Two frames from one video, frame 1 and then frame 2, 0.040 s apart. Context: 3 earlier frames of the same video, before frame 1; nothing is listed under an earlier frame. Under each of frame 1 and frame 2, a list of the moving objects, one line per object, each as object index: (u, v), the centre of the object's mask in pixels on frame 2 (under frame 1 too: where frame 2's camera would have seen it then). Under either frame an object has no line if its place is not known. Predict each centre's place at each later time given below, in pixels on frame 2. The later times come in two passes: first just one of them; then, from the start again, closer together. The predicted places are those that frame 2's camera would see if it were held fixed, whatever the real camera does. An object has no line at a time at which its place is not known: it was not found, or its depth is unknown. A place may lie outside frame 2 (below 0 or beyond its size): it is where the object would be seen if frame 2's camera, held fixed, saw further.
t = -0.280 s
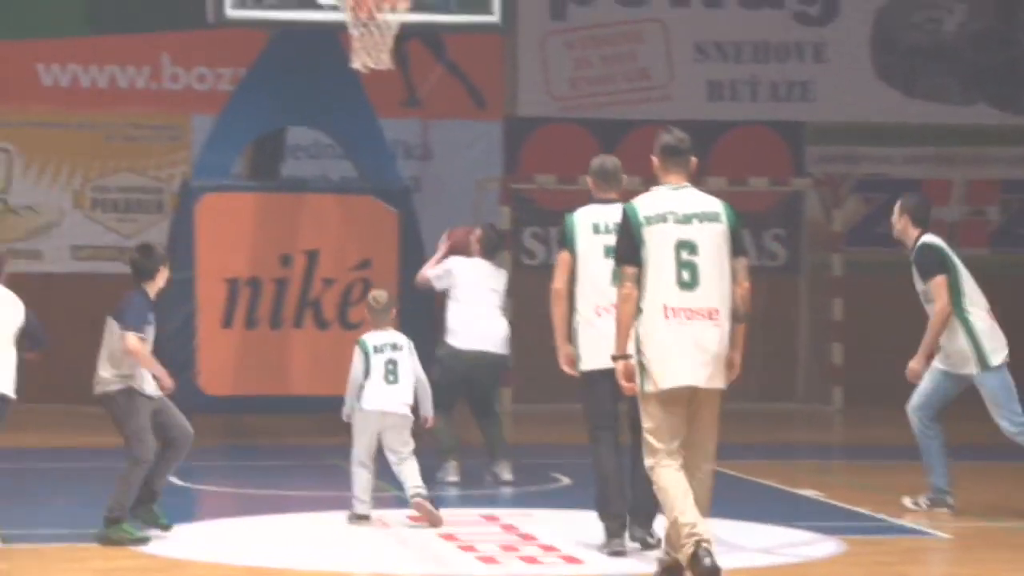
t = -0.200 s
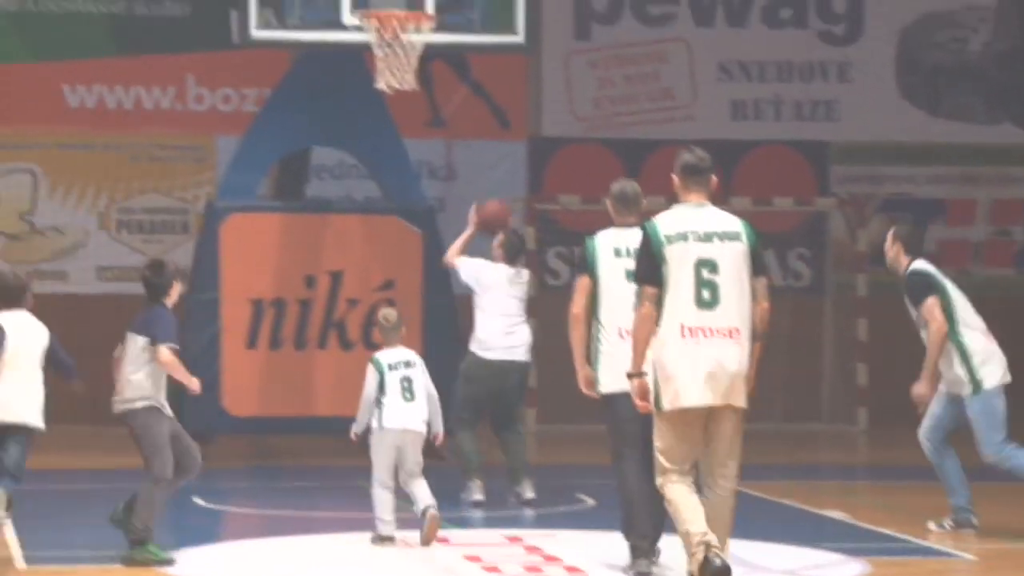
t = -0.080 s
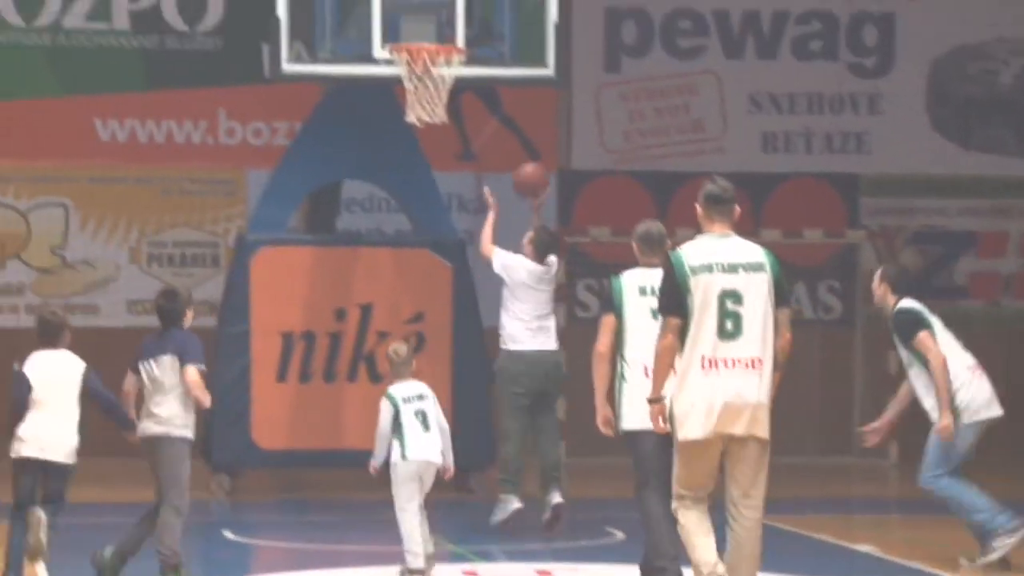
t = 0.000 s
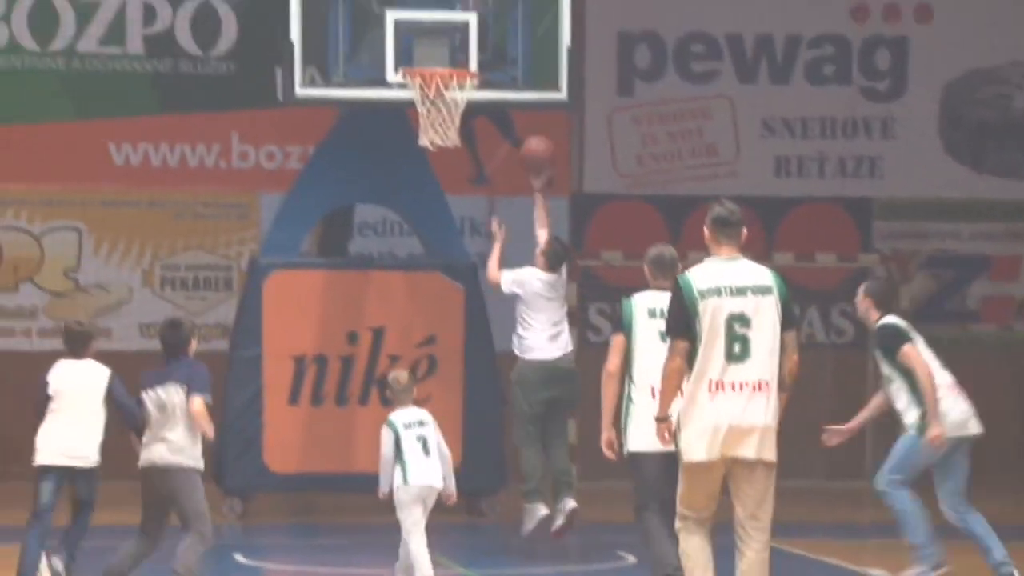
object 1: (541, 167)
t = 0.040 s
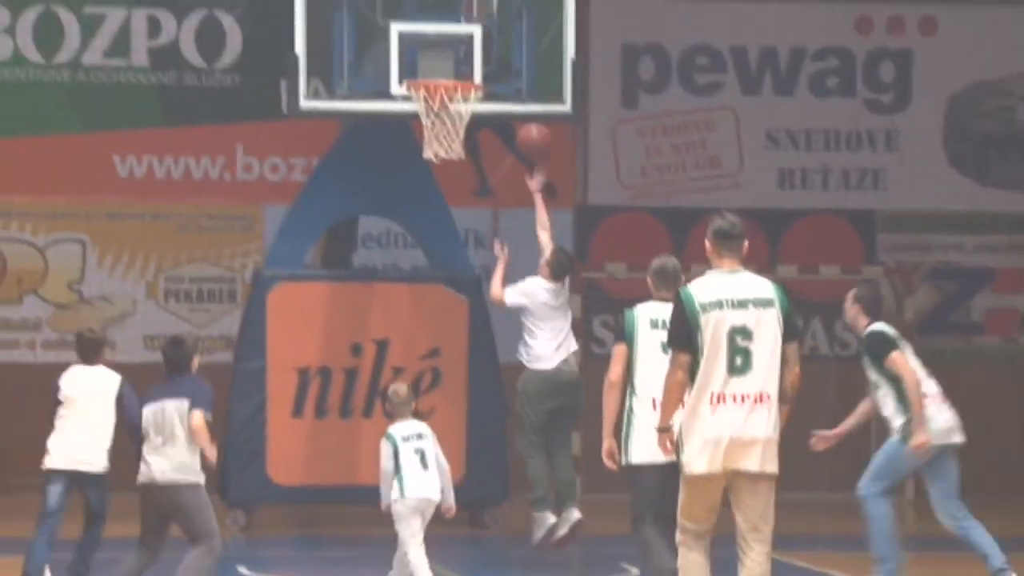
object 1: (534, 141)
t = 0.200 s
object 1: (503, 65)
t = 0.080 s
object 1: (526, 116)
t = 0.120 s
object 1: (519, 96)
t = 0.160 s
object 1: (512, 78)
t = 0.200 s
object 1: (503, 65)
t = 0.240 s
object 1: (496, 53)
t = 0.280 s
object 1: (495, 49)
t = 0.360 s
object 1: (493, 48)
